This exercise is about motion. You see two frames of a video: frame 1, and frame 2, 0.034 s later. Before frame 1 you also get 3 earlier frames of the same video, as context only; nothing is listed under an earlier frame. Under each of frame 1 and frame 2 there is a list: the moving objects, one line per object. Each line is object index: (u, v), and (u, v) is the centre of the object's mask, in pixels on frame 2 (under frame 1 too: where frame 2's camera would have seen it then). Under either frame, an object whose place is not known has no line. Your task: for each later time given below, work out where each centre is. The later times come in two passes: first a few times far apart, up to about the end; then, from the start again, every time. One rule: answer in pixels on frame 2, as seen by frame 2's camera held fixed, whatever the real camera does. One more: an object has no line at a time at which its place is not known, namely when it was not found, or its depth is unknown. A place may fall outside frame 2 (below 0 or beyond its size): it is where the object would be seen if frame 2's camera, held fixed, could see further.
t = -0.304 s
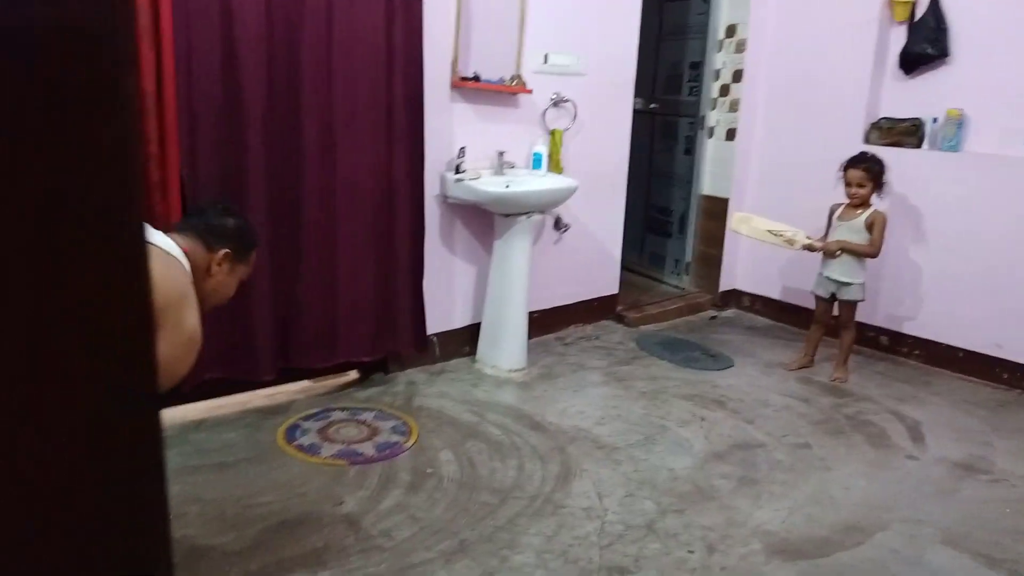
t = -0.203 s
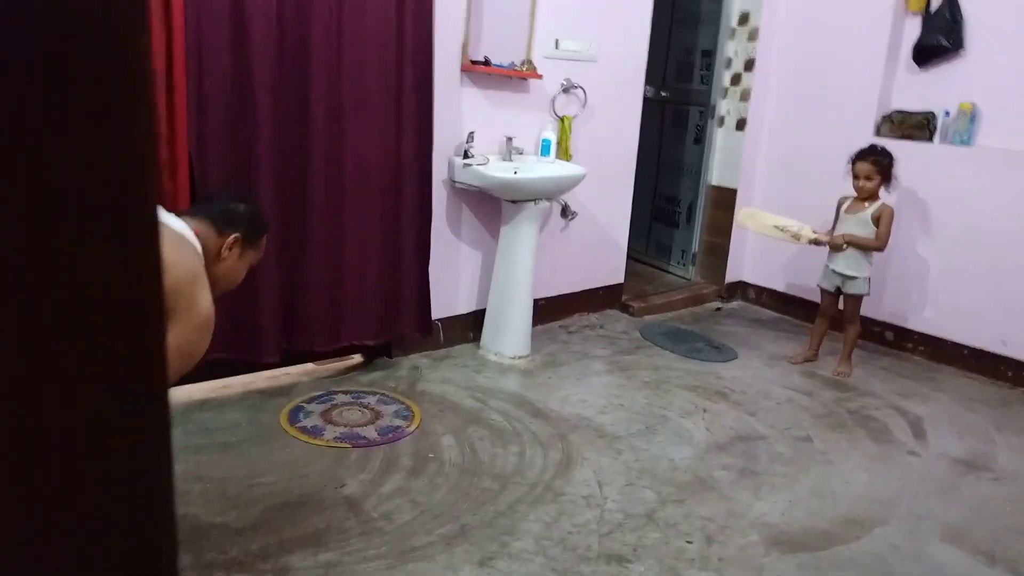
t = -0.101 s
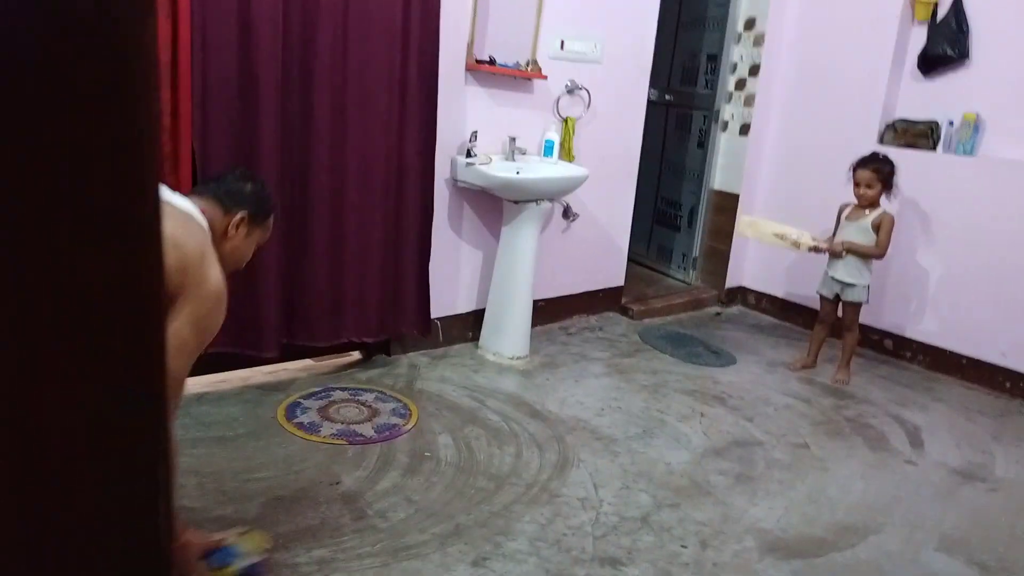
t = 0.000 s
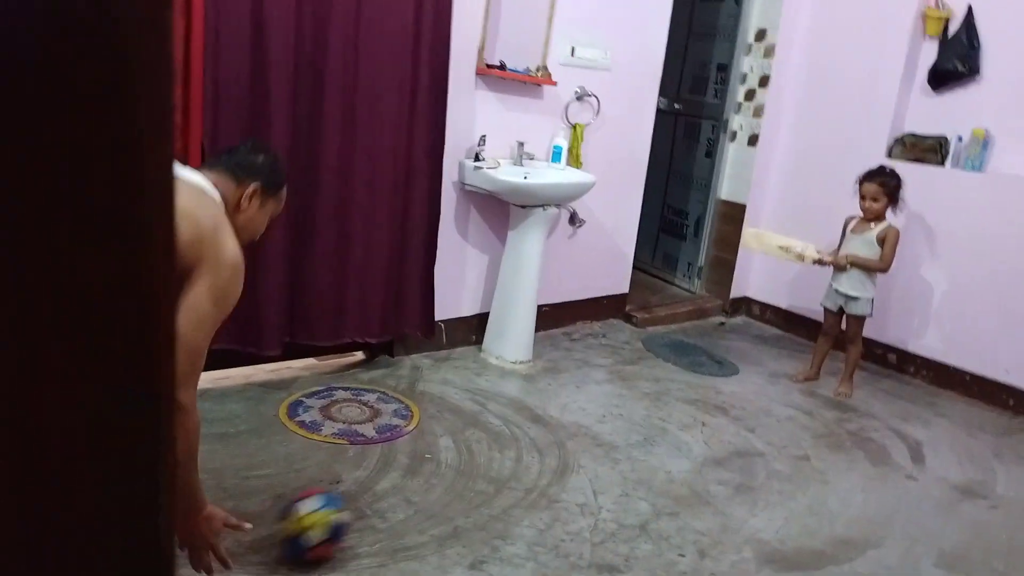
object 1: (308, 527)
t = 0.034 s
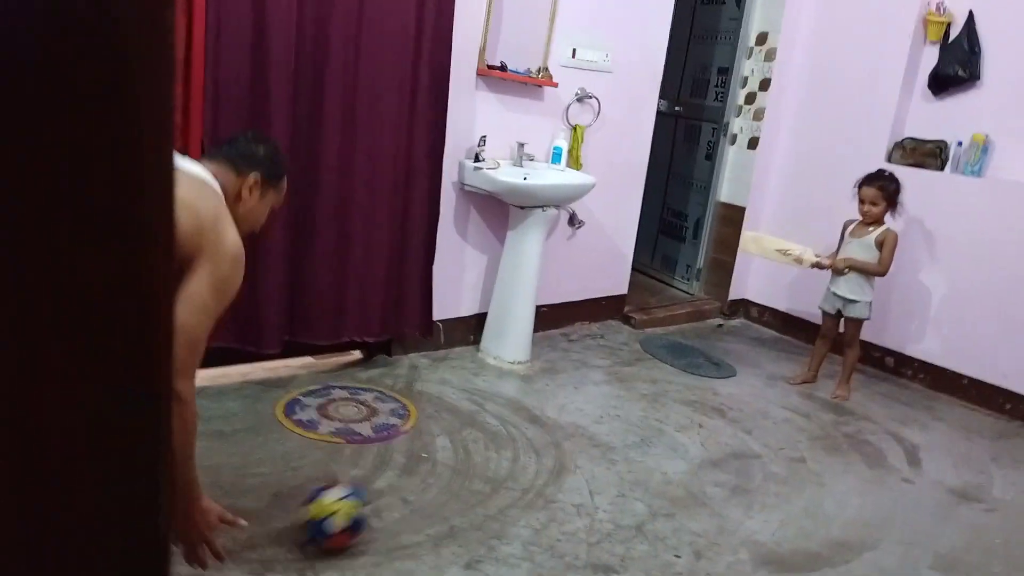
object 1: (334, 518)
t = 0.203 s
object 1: (423, 482)
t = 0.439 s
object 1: (503, 450)
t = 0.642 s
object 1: (559, 425)
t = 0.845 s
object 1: (601, 405)
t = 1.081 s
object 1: (642, 385)
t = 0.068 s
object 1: (356, 510)
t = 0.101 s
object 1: (374, 501)
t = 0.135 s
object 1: (390, 494)
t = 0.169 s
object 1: (410, 488)
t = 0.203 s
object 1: (423, 482)
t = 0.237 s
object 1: (437, 475)
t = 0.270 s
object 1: (449, 472)
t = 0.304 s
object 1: (460, 469)
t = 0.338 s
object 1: (473, 461)
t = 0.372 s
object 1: (483, 456)
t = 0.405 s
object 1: (493, 454)
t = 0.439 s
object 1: (503, 450)
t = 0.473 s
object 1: (514, 445)
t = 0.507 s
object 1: (524, 439)
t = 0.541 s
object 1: (533, 437)
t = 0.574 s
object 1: (543, 432)
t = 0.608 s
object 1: (549, 430)
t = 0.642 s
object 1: (559, 425)
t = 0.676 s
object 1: (567, 420)
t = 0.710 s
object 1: (574, 419)
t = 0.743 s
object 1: (581, 415)
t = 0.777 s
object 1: (588, 410)
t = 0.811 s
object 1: (594, 408)
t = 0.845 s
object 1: (601, 405)
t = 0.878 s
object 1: (607, 401)
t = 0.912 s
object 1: (614, 398)
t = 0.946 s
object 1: (619, 395)
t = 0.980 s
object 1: (625, 393)
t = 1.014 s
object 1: (631, 390)
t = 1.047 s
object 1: (637, 386)
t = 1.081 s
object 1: (642, 385)
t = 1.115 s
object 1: (648, 381)
